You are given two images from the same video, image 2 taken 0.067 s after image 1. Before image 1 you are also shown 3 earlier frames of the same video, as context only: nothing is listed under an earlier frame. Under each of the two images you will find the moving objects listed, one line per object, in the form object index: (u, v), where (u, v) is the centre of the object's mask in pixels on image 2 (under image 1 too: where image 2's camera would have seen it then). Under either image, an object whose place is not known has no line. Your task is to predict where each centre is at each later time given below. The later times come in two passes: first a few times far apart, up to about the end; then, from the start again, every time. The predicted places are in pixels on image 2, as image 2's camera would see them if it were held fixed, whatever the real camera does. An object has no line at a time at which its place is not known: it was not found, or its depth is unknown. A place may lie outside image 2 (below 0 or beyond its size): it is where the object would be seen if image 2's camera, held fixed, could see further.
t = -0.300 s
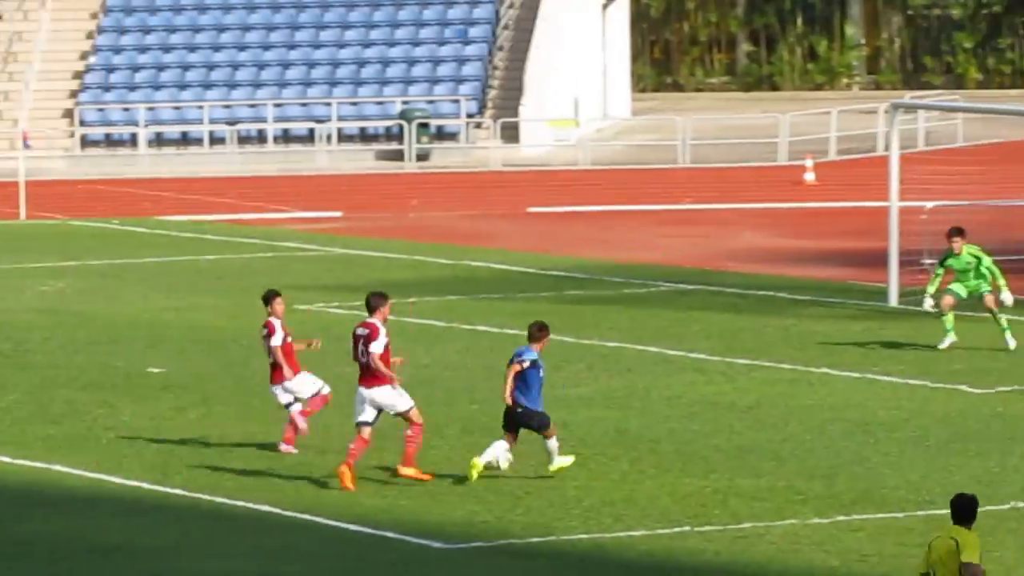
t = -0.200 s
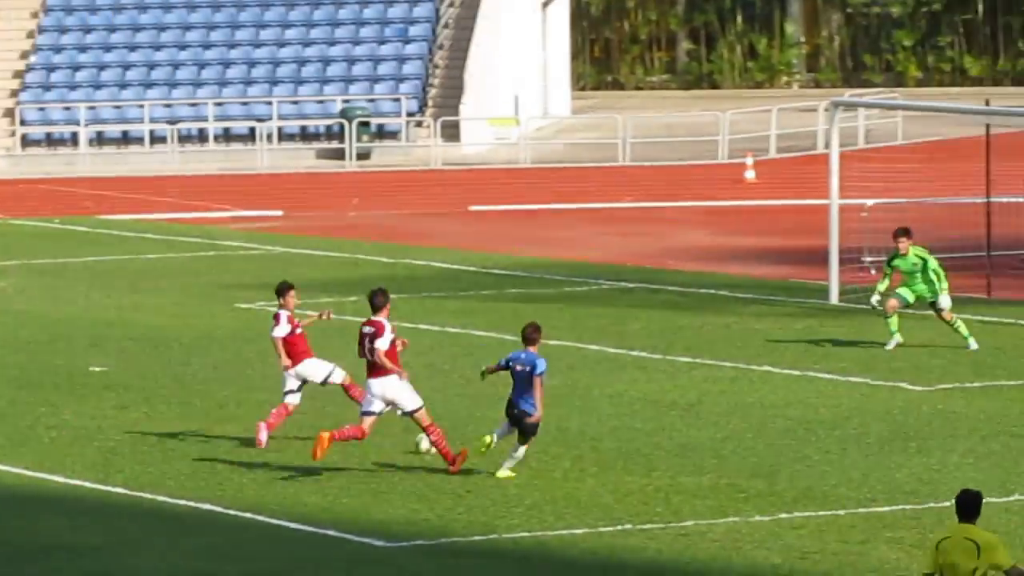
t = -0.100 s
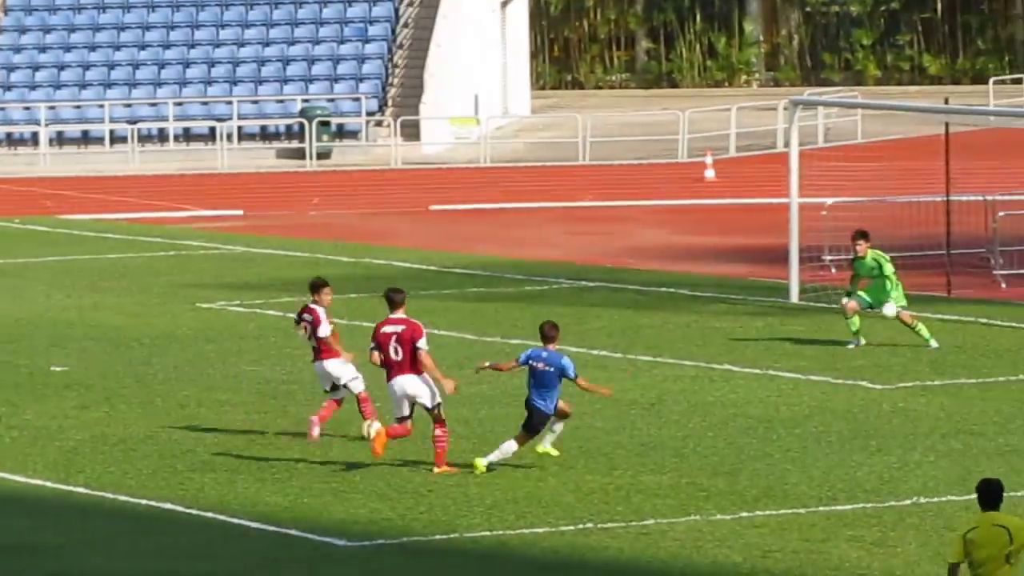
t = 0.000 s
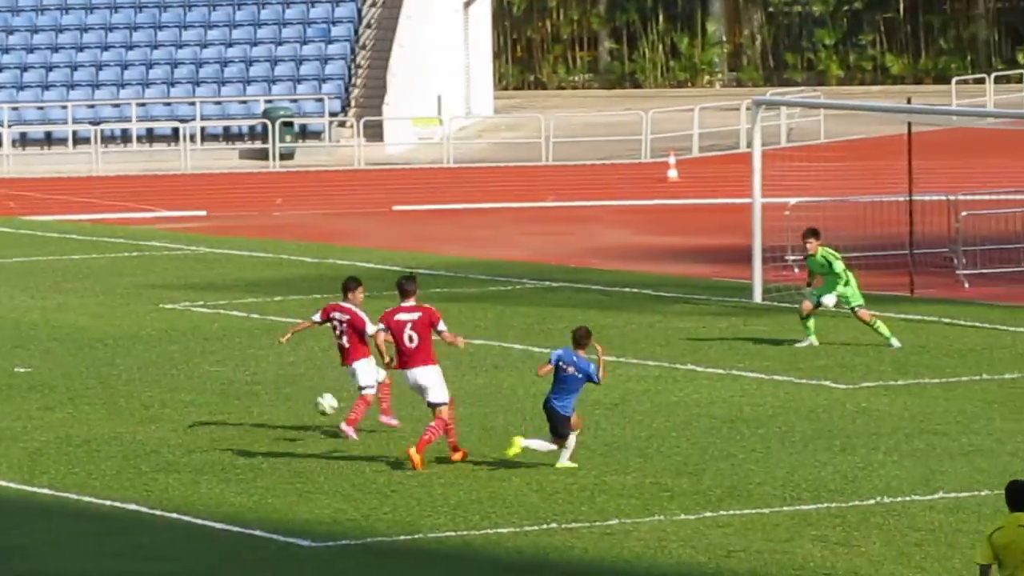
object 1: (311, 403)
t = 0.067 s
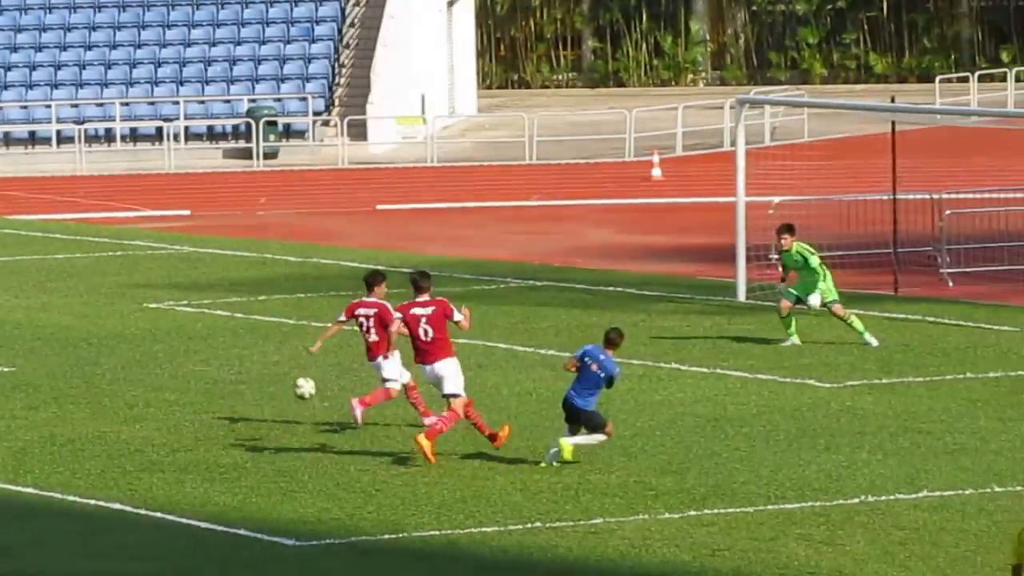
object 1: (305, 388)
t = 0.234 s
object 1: (290, 368)
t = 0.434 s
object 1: (272, 380)
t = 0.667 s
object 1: (252, 446)
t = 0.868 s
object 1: (235, 433)
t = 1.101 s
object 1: (216, 447)
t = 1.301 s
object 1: (201, 455)
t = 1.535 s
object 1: (185, 460)
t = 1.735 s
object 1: (176, 462)
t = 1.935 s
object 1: (168, 464)
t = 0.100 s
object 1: (302, 382)
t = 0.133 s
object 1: (299, 376)
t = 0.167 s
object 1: (296, 373)
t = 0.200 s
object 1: (293, 369)
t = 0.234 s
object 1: (290, 368)
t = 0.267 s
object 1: (286, 367)
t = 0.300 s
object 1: (284, 368)
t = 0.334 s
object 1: (281, 369)
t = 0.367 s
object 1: (278, 372)
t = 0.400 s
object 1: (275, 376)
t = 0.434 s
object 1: (272, 380)
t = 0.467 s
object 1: (269, 387)
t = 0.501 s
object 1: (266, 393)
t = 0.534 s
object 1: (264, 402)
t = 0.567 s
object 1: (261, 410)
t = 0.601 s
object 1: (258, 422)
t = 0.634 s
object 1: (255, 433)
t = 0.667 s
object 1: (252, 446)
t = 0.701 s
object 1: (250, 456)
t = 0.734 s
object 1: (246, 450)
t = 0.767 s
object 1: (243, 444)
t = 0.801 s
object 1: (241, 439)
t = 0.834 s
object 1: (238, 436)
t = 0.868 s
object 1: (235, 433)
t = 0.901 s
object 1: (233, 431)
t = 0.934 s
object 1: (230, 431)
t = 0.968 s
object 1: (227, 432)
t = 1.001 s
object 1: (224, 434)
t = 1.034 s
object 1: (222, 437)
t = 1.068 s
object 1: (218, 442)
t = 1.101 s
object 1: (216, 447)
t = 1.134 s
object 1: (213, 453)
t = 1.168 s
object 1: (210, 458)
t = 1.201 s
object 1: (208, 456)
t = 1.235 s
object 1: (205, 455)
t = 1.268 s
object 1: (204, 455)
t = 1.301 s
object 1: (201, 455)
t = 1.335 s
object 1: (199, 456)
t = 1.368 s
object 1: (197, 458)
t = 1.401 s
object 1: (195, 458)
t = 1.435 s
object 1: (192, 458)
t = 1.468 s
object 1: (190, 459)
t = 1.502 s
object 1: (188, 460)
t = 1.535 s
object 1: (185, 460)
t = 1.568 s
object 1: (184, 460)
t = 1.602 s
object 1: (182, 461)
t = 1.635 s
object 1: (180, 462)
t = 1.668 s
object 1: (179, 462)
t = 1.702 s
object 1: (177, 462)
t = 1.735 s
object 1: (176, 462)
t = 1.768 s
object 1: (175, 463)
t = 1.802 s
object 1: (174, 463)
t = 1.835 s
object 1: (173, 463)
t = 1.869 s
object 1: (172, 463)
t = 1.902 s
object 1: (170, 464)
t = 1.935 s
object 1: (168, 464)
